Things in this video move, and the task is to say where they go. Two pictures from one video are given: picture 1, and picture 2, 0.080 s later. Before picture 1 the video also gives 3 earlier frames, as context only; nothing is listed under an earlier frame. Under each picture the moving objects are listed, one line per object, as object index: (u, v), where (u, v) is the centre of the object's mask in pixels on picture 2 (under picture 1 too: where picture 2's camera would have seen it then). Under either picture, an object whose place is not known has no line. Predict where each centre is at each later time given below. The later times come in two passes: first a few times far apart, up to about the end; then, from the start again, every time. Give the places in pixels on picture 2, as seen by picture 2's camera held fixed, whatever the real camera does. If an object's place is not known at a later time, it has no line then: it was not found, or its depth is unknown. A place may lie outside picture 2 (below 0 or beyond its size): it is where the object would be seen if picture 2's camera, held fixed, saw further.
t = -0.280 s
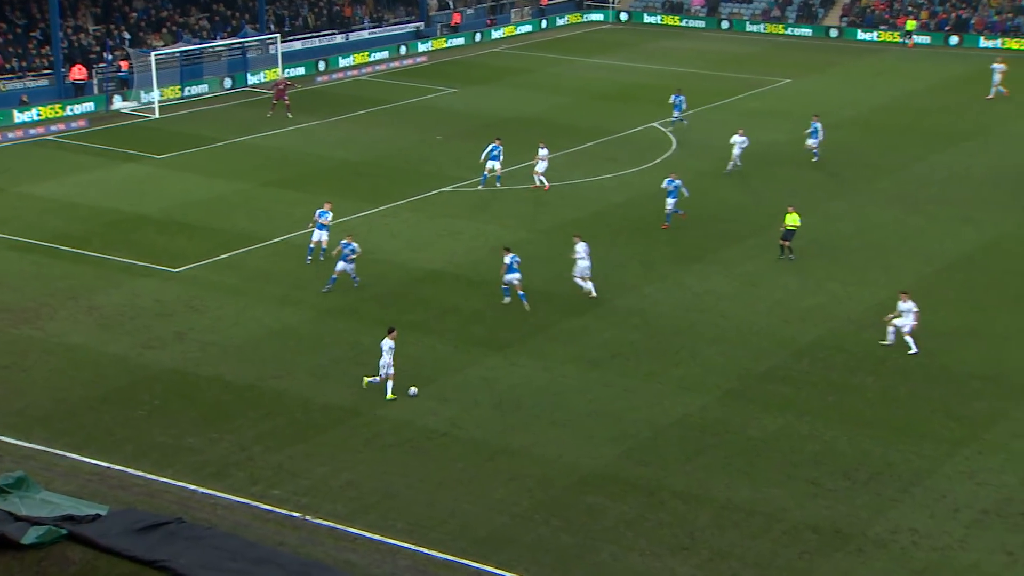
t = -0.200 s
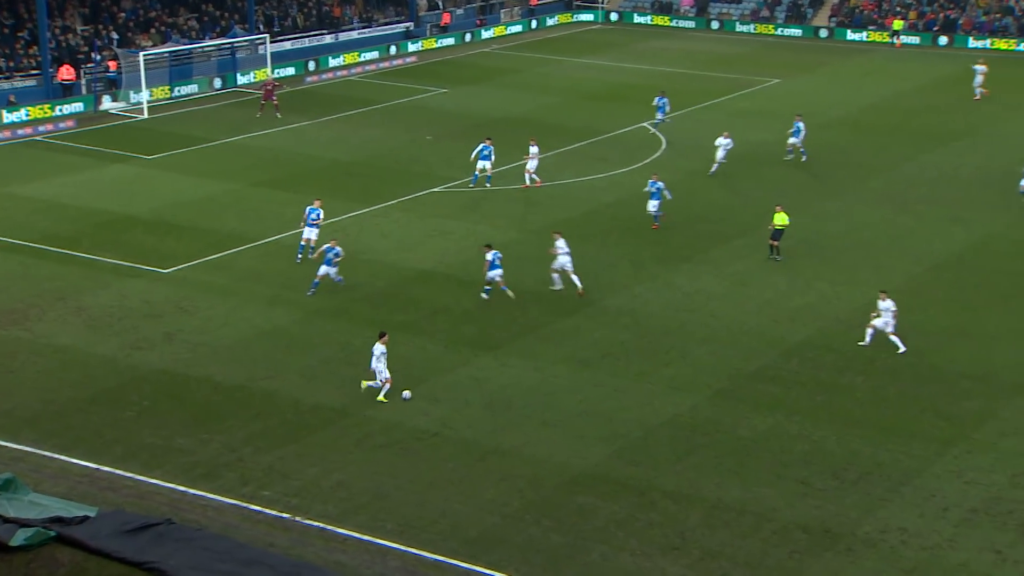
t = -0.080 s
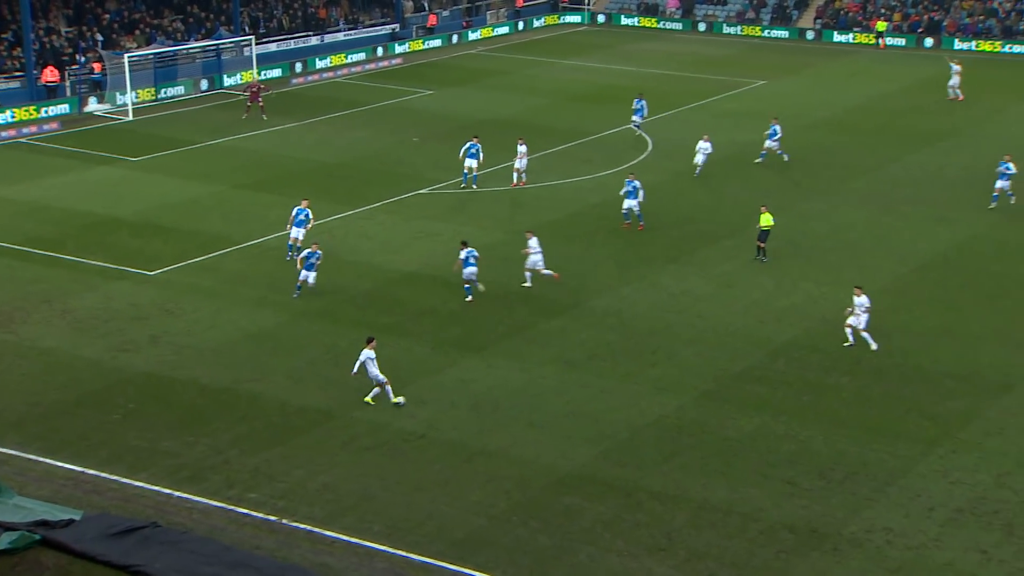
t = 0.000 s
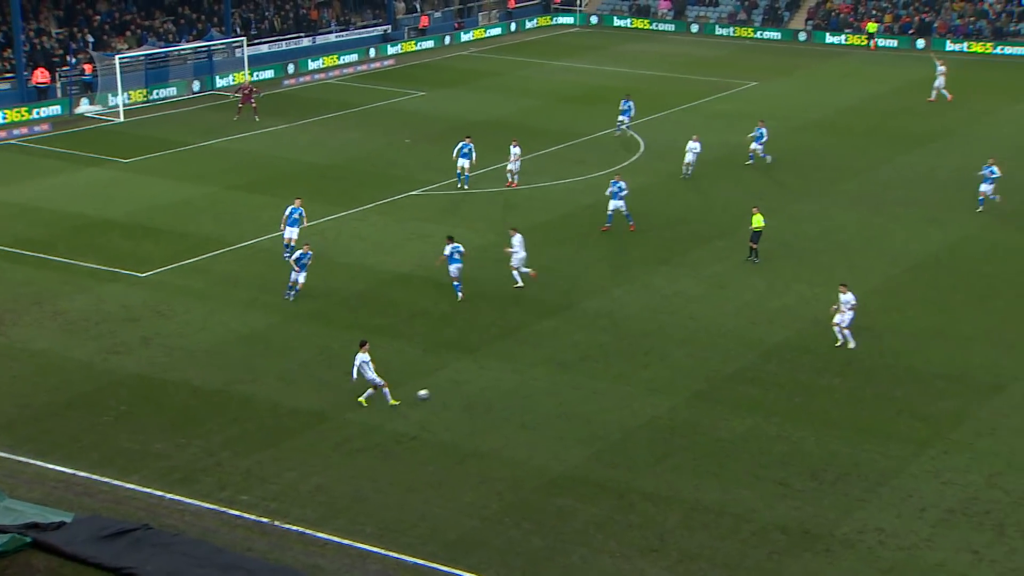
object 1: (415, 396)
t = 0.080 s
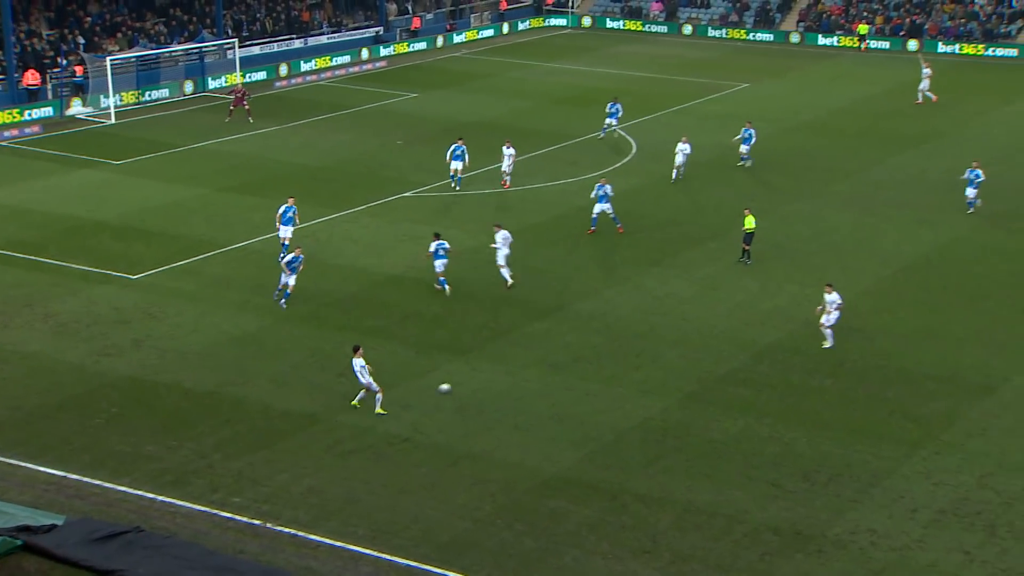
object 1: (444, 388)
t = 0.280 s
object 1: (509, 371)
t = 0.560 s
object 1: (583, 351)
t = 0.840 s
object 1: (641, 336)
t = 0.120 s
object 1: (458, 384)
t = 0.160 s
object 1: (472, 381)
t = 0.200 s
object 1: (485, 377)
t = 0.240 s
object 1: (497, 374)
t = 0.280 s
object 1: (509, 371)
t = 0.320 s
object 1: (521, 368)
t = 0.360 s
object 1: (532, 364)
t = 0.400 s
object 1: (543, 362)
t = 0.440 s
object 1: (554, 360)
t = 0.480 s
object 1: (564, 356)
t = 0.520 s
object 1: (573, 353)
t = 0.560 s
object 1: (583, 351)
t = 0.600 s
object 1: (592, 349)
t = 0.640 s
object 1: (601, 348)
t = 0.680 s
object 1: (610, 345)
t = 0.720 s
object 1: (618, 342)
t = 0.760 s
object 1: (626, 339)
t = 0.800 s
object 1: (634, 337)
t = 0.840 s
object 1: (641, 336)
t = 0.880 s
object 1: (649, 335)
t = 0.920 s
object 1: (657, 334)
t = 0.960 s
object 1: (663, 331)
